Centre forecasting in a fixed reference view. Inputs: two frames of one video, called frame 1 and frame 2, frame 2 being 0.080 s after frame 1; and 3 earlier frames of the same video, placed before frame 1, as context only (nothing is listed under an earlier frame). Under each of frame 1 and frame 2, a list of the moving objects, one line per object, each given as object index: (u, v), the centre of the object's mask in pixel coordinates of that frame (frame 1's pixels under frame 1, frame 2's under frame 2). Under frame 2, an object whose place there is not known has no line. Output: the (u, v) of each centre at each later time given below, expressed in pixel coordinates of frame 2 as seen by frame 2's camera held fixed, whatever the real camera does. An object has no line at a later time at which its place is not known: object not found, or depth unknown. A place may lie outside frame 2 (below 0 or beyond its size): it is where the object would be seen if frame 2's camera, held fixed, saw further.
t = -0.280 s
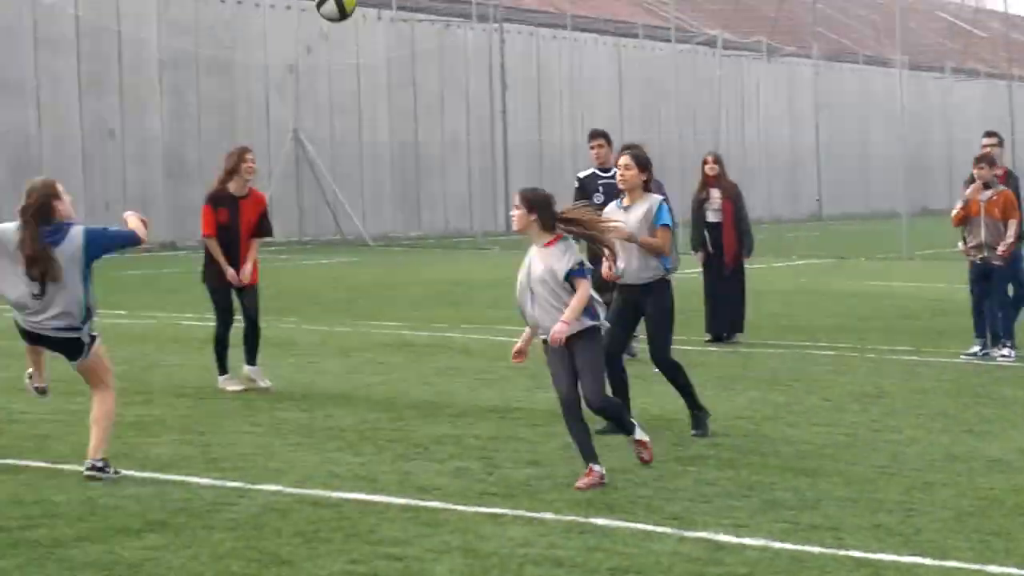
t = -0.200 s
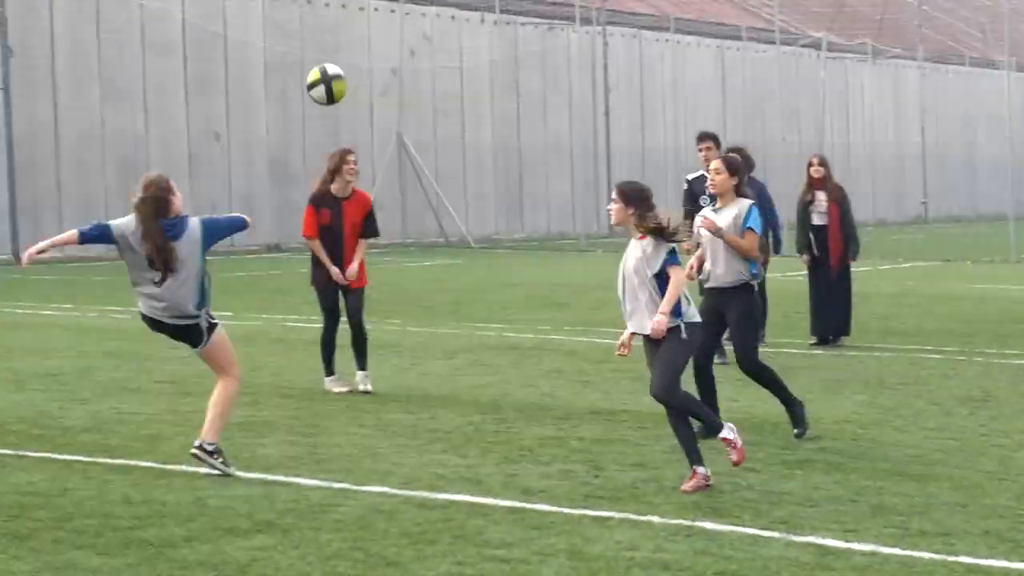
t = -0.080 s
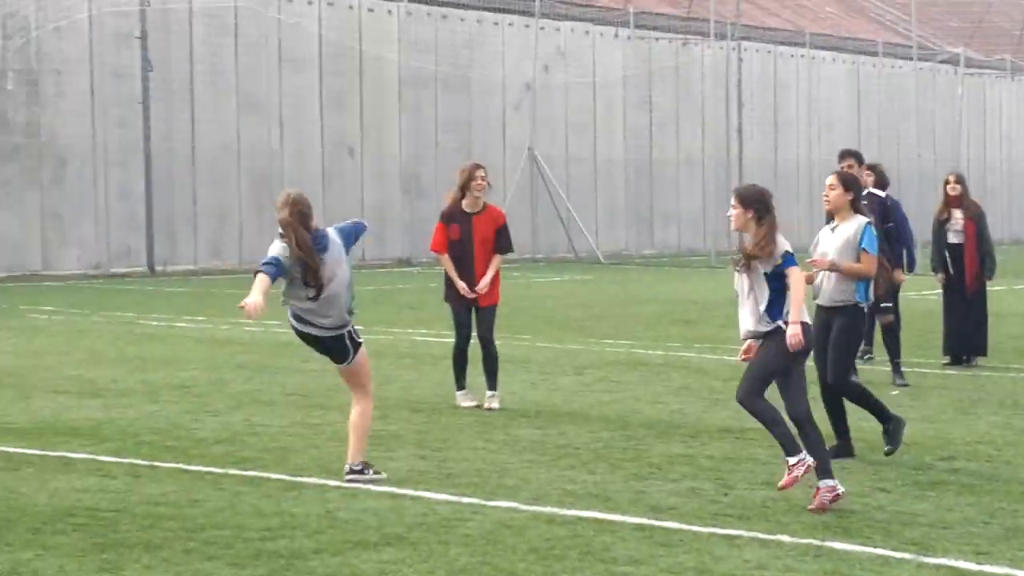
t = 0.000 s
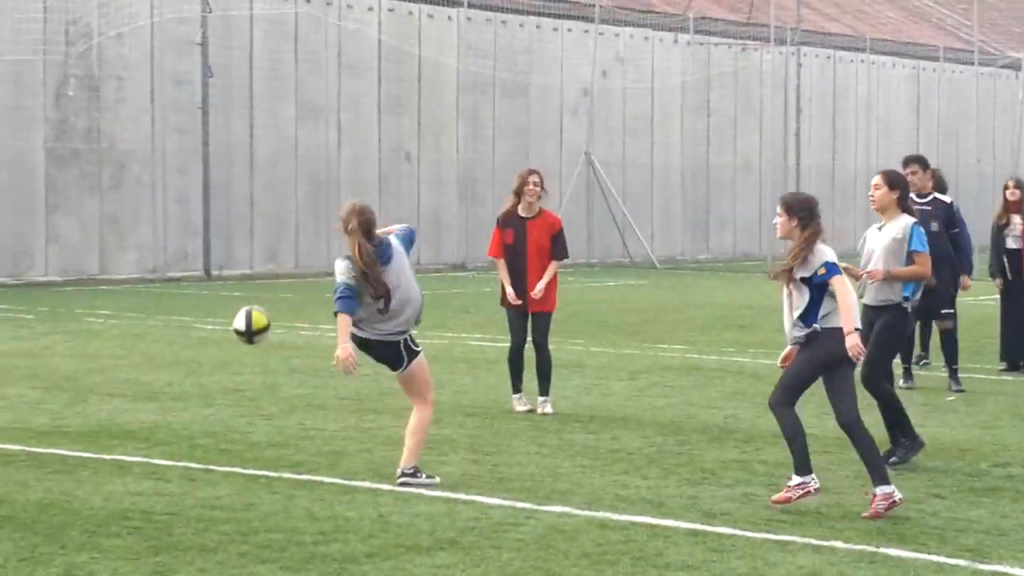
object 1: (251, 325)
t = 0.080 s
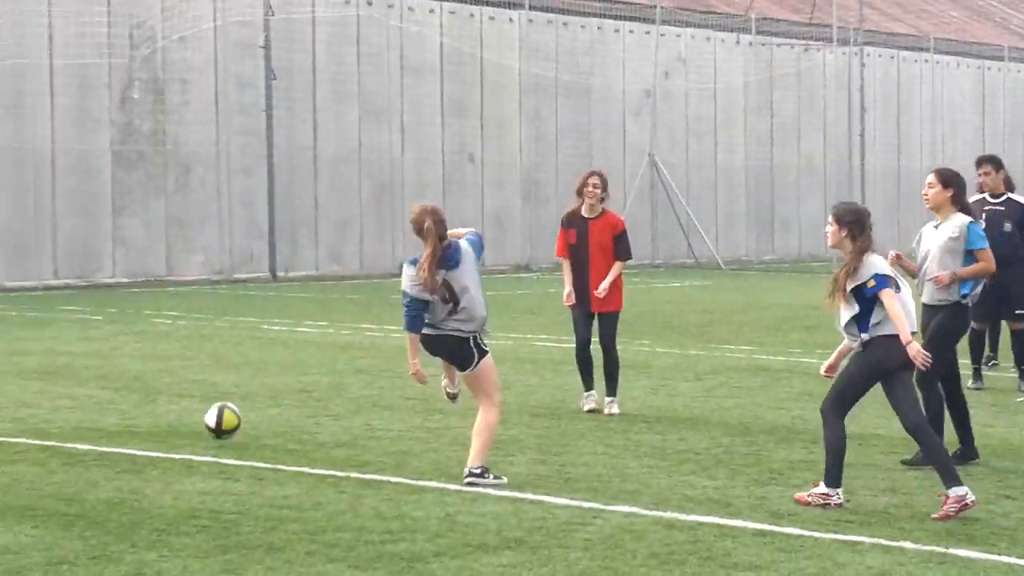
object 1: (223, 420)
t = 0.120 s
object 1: (206, 410)
